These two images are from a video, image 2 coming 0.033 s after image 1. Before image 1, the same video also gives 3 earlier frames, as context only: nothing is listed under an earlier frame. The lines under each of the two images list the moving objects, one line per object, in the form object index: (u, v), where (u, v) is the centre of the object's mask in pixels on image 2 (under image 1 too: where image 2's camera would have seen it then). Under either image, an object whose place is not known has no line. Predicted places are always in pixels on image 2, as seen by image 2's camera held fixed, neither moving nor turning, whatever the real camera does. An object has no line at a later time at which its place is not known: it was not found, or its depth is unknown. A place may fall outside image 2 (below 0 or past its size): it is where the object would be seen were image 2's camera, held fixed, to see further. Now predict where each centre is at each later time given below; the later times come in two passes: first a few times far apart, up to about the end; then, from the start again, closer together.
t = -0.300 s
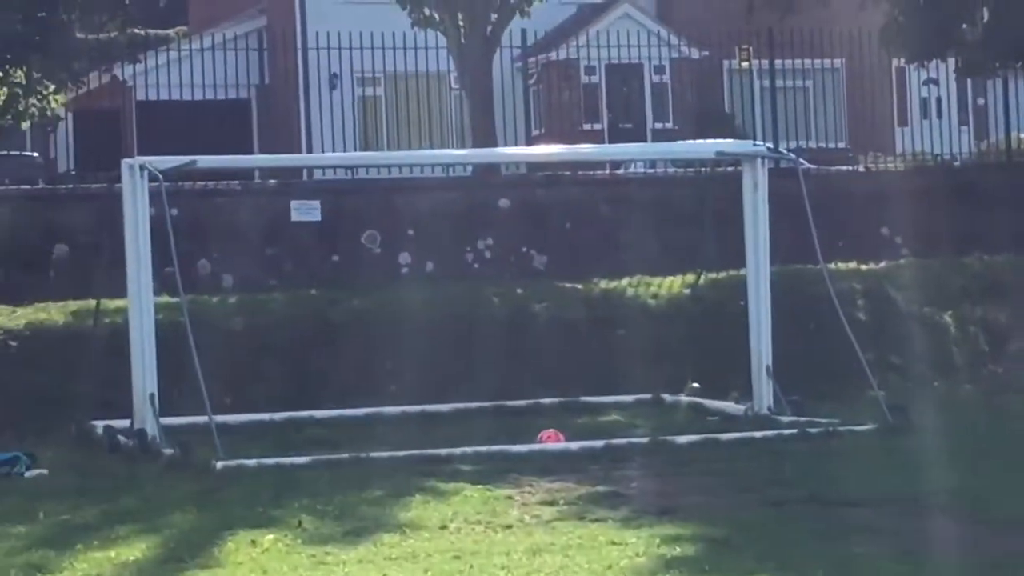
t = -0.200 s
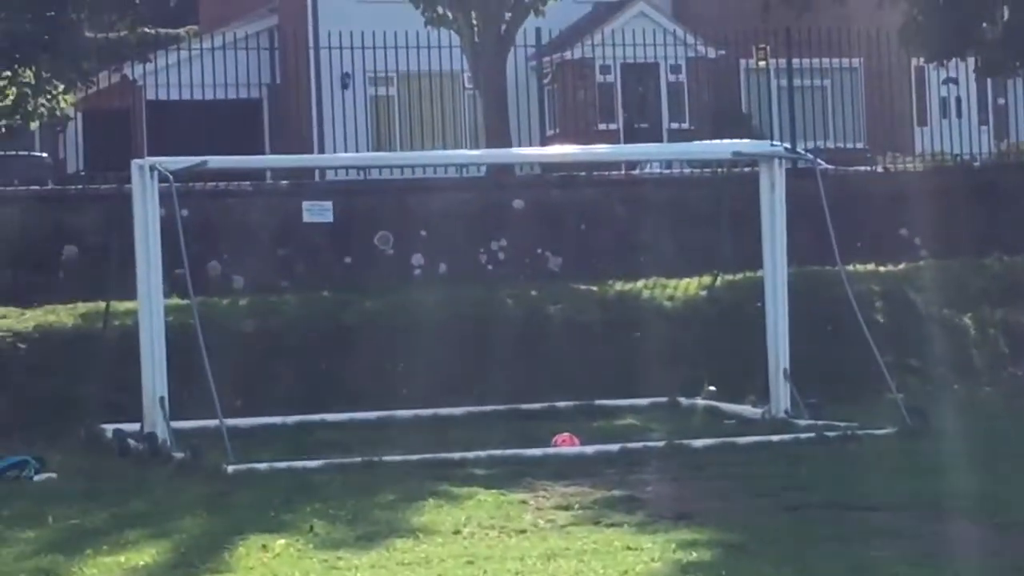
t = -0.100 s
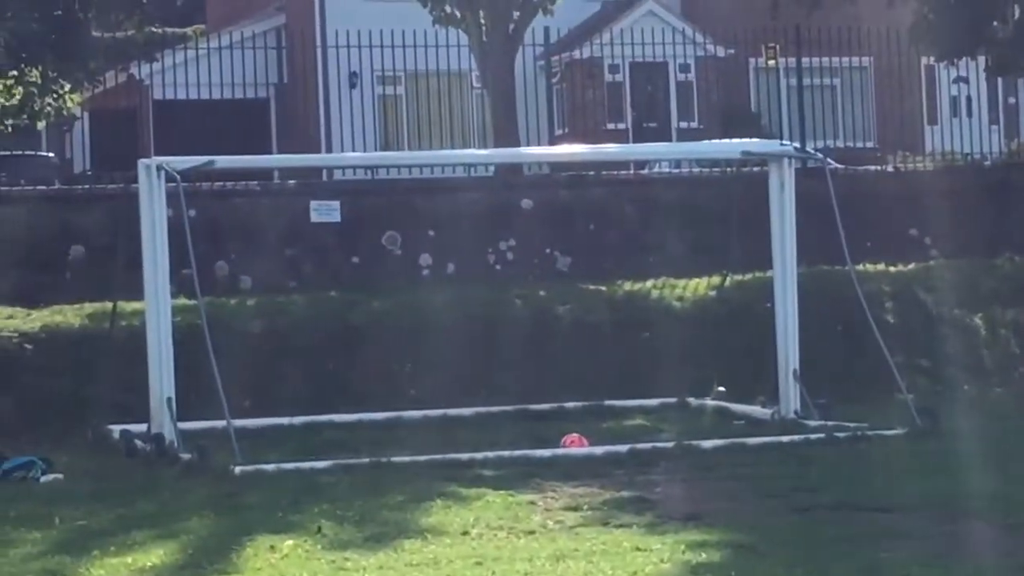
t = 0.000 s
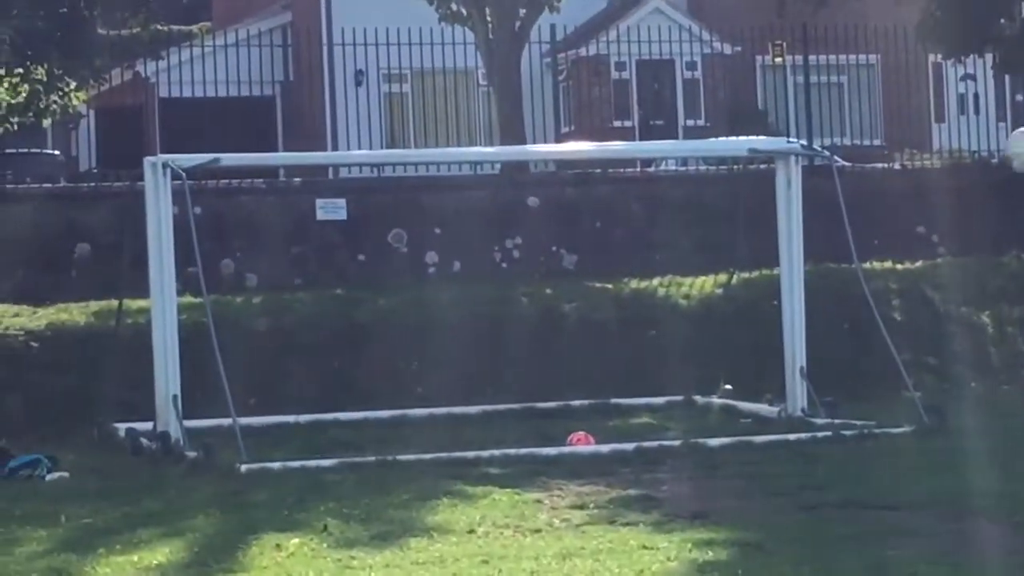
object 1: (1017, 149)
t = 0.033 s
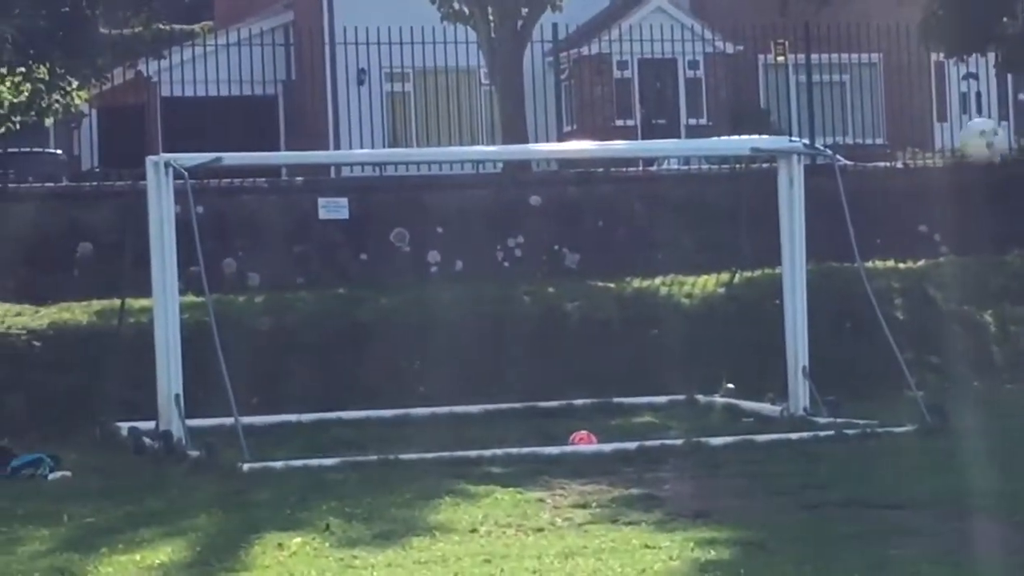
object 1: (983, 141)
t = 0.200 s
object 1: (784, 136)
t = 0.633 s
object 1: (459, 302)
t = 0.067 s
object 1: (936, 135)
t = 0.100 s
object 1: (895, 133)
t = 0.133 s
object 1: (856, 130)
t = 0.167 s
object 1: (818, 132)
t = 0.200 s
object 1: (784, 136)
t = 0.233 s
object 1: (750, 140)
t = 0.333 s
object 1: (666, 167)
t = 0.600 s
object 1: (479, 284)
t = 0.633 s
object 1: (459, 302)
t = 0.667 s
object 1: (438, 321)
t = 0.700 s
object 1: (418, 340)
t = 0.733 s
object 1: (399, 360)
